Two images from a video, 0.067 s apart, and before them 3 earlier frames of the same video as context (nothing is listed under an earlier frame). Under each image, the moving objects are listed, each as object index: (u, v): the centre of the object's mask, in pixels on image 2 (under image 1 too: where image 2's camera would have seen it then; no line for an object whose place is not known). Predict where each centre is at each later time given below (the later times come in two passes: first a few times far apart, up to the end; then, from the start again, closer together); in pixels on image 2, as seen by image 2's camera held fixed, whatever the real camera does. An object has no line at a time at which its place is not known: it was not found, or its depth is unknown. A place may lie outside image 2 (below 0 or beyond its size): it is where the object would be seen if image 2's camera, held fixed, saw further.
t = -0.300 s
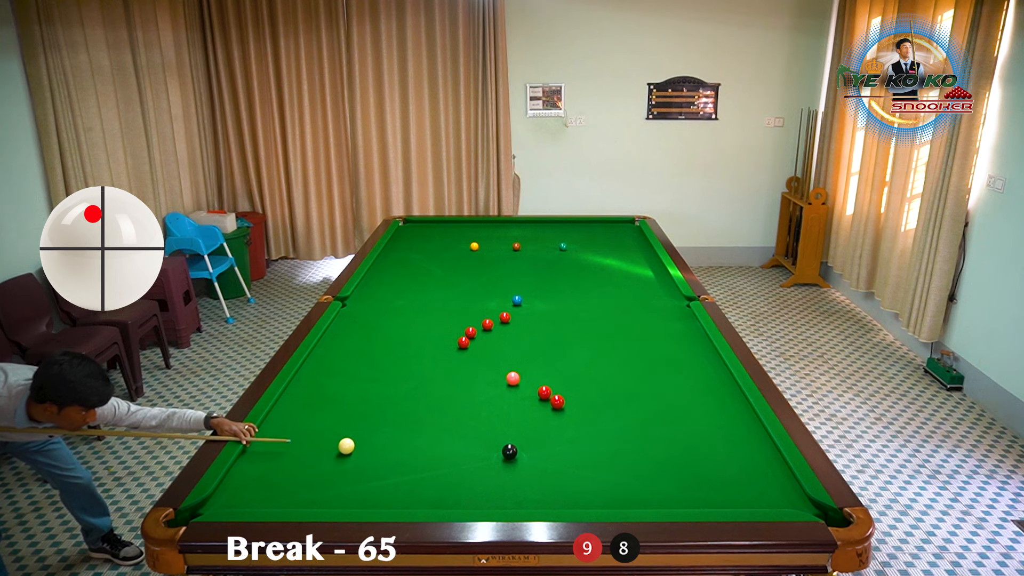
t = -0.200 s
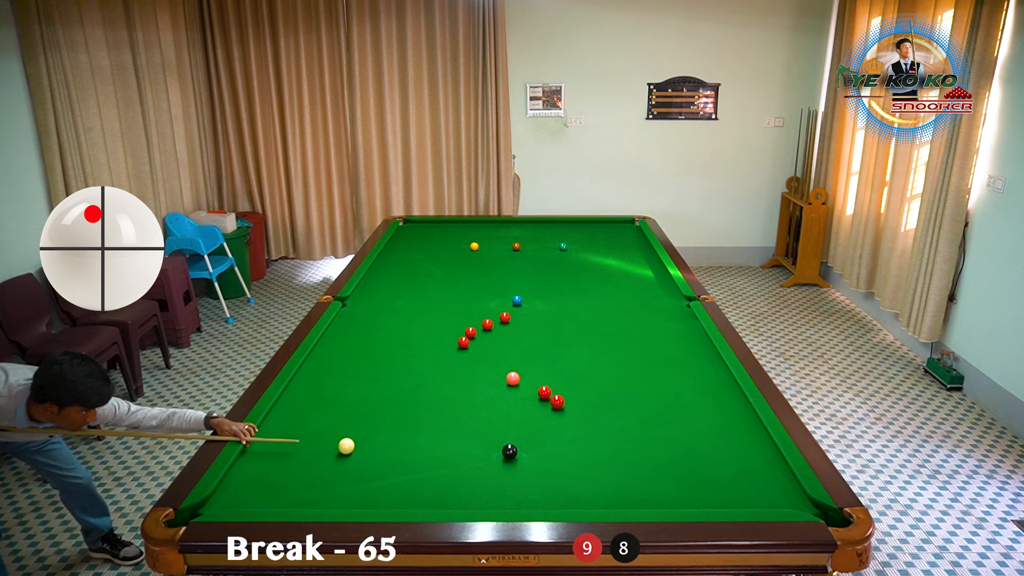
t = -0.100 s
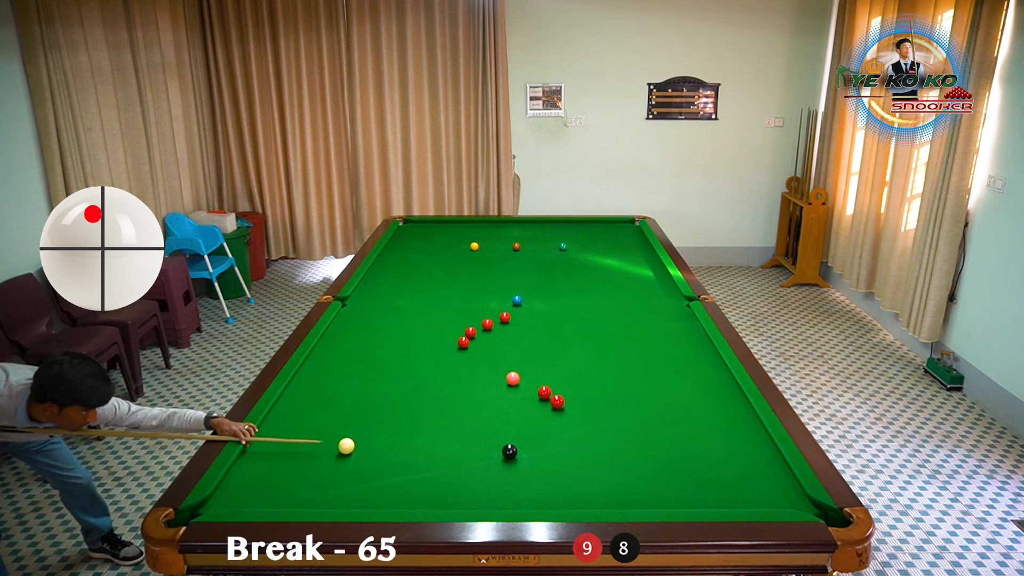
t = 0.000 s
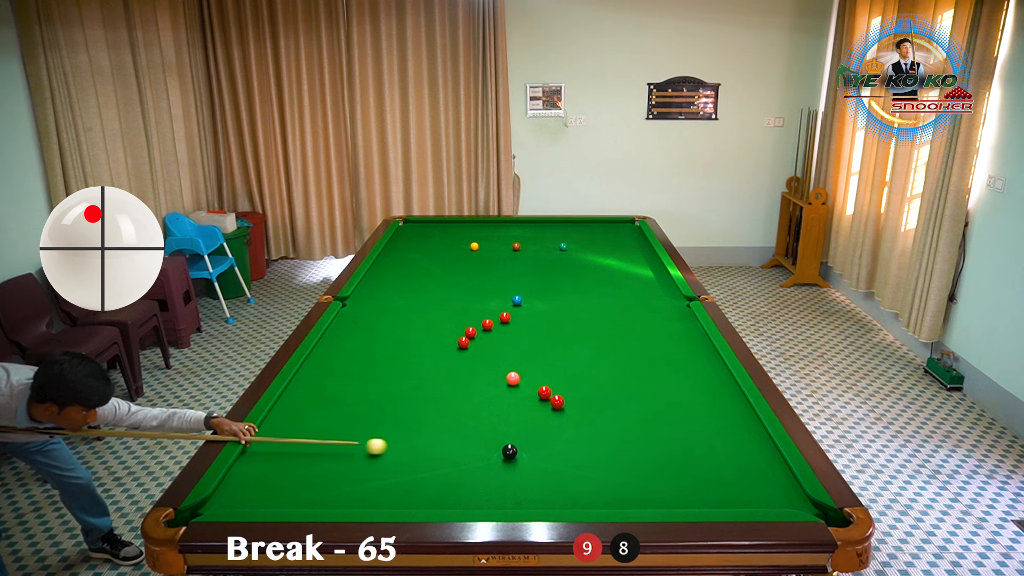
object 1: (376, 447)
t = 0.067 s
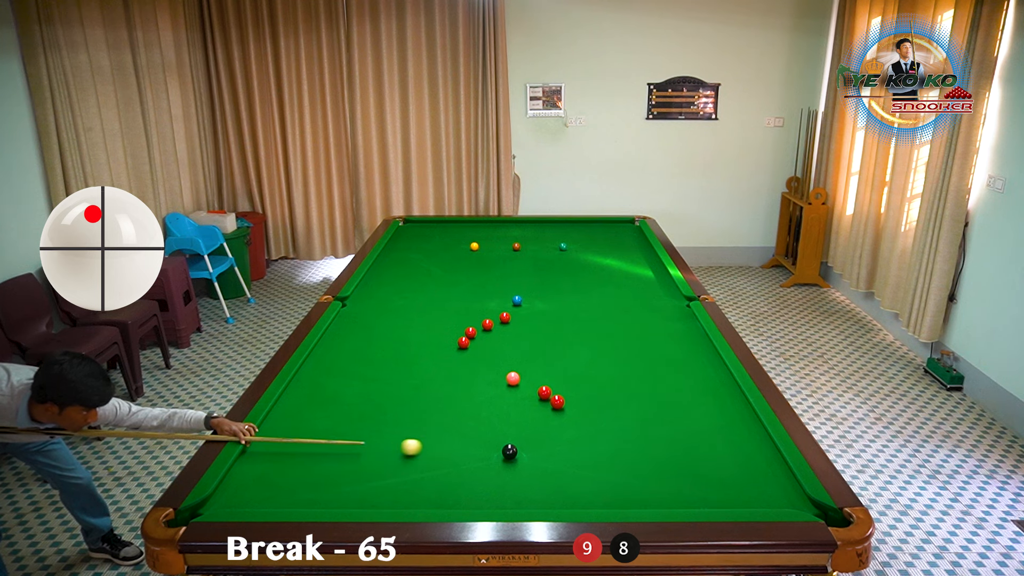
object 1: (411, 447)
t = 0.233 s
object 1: (495, 448)
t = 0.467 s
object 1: (527, 434)
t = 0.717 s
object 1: (566, 422)
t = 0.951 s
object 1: (598, 411)
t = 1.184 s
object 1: (628, 402)
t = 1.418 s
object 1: (654, 393)
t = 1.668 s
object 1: (681, 385)
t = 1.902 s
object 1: (703, 378)
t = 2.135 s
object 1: (722, 372)
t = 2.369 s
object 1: (708, 368)
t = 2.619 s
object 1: (691, 364)
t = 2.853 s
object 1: (678, 361)
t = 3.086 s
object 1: (666, 358)
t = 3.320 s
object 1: (652, 354)
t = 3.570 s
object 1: (636, 351)
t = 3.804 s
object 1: (625, 348)
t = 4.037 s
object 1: (620, 347)
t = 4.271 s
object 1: (618, 347)
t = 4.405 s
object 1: (618, 347)
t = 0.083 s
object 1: (420, 447)
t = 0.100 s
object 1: (428, 448)
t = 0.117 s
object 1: (437, 448)
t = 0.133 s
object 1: (446, 448)
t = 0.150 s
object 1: (454, 448)
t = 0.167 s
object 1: (463, 448)
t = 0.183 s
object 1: (472, 448)
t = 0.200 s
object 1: (480, 448)
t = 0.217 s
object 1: (489, 448)
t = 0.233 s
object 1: (495, 448)
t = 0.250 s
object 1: (496, 447)
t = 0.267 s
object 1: (498, 446)
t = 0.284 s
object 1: (500, 445)
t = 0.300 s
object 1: (501, 444)
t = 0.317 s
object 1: (503, 442)
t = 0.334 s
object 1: (506, 442)
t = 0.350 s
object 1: (508, 441)
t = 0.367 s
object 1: (511, 440)
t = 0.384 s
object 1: (513, 439)
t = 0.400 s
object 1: (516, 438)
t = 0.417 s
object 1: (519, 437)
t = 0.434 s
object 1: (522, 436)
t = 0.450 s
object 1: (524, 435)
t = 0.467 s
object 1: (527, 434)
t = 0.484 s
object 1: (530, 434)
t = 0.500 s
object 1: (532, 433)
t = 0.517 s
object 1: (535, 432)
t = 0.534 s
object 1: (538, 431)
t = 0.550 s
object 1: (540, 430)
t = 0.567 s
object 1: (543, 429)
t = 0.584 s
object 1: (546, 428)
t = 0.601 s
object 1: (548, 427)
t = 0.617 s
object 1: (551, 427)
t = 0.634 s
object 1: (553, 426)
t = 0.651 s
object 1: (556, 425)
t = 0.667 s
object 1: (558, 424)
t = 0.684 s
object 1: (561, 423)
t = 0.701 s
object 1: (563, 423)
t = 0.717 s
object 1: (566, 422)
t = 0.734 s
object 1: (568, 421)
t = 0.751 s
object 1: (571, 420)
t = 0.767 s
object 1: (573, 419)
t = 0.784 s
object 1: (575, 419)
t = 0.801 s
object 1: (577, 418)
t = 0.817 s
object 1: (580, 417)
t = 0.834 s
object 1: (582, 416)
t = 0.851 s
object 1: (584, 416)
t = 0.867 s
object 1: (587, 415)
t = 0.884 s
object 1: (589, 414)
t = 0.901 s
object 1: (591, 413)
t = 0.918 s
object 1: (594, 413)
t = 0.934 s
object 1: (596, 412)
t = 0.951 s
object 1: (598, 411)
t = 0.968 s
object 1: (600, 411)
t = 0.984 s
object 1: (602, 410)
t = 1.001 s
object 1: (605, 409)
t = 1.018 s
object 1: (607, 408)
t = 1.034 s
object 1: (609, 408)
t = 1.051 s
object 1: (611, 407)
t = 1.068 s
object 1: (613, 406)
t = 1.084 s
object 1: (615, 406)
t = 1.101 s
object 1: (617, 405)
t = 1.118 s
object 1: (619, 404)
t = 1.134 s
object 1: (621, 404)
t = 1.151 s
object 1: (624, 403)
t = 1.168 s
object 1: (626, 402)
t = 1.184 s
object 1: (628, 402)
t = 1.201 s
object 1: (630, 401)
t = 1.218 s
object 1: (632, 401)
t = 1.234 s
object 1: (634, 400)
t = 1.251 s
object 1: (636, 399)
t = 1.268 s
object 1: (637, 399)
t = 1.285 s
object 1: (640, 398)
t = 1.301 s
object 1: (641, 397)
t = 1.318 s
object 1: (643, 397)
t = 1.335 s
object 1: (645, 396)
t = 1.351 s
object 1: (647, 396)
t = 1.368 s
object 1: (649, 395)
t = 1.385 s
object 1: (651, 394)
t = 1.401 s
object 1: (653, 394)
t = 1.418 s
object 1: (654, 393)
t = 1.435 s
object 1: (656, 393)
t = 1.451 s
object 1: (658, 392)
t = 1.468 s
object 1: (660, 392)
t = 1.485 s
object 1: (662, 391)
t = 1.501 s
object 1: (664, 390)
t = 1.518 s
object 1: (665, 390)
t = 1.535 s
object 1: (667, 389)
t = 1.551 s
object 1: (669, 389)
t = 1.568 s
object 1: (670, 388)
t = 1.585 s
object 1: (672, 388)
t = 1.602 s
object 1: (674, 387)
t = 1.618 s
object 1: (676, 387)
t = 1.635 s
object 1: (677, 386)
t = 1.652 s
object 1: (679, 386)
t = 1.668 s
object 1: (681, 385)
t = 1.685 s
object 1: (682, 385)
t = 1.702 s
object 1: (684, 384)
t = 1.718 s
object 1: (685, 383)
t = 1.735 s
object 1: (687, 383)
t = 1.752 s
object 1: (689, 383)
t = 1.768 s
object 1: (690, 382)
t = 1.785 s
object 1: (692, 381)
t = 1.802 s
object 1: (693, 381)
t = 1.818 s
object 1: (695, 380)
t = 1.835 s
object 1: (697, 380)
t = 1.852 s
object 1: (698, 379)
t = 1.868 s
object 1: (699, 379)
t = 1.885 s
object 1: (701, 379)
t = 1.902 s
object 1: (703, 378)
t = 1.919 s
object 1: (704, 378)
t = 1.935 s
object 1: (706, 377)
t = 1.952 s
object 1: (707, 377)
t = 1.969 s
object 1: (708, 376)
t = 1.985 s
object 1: (710, 376)
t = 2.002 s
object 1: (711, 375)
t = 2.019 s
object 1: (713, 375)
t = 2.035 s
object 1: (714, 374)
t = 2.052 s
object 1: (715, 374)
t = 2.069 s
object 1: (717, 373)
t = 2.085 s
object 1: (718, 373)
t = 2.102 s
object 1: (720, 373)
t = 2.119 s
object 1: (721, 372)
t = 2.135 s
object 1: (722, 372)
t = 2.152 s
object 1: (723, 371)
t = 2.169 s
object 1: (722, 371)
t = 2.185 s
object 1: (721, 371)
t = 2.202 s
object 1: (720, 370)
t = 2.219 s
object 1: (719, 370)
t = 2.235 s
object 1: (717, 370)
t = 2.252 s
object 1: (716, 370)
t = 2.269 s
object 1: (715, 369)
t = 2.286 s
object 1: (714, 369)
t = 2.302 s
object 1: (713, 369)
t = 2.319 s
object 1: (711, 368)
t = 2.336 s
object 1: (710, 368)
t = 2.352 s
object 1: (709, 368)
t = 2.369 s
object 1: (708, 368)
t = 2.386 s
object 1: (707, 367)
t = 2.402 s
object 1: (706, 367)
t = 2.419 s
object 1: (704, 367)
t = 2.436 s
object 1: (703, 367)
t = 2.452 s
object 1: (702, 366)
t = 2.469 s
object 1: (701, 366)
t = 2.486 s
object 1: (700, 366)
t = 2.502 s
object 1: (699, 366)
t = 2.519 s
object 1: (698, 365)
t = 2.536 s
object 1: (697, 365)
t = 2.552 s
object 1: (696, 365)
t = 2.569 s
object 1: (695, 365)
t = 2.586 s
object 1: (693, 364)
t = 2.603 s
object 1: (692, 364)
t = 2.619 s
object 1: (691, 364)
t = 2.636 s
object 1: (690, 363)
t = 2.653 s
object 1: (689, 363)
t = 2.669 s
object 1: (689, 363)
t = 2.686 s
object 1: (687, 363)
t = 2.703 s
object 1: (686, 363)
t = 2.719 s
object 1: (686, 362)
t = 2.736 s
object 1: (685, 362)
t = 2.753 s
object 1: (684, 362)
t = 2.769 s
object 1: (683, 362)
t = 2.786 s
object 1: (682, 361)
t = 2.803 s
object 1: (681, 361)
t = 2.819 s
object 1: (680, 361)
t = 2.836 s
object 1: (679, 361)
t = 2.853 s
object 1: (678, 361)
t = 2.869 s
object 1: (677, 360)
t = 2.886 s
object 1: (676, 360)
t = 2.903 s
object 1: (675, 360)
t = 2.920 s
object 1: (674, 360)
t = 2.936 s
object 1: (673, 359)
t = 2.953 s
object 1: (673, 359)
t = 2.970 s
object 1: (672, 359)
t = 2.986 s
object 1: (671, 359)
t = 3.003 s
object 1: (670, 359)
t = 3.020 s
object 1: (669, 359)
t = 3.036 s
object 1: (669, 358)
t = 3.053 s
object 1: (668, 358)
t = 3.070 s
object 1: (667, 358)
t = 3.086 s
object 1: (666, 358)
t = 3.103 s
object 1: (665, 357)
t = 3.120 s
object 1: (665, 357)
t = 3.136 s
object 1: (664, 357)
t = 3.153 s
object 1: (663, 357)
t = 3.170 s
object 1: (662, 357)
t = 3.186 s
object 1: (662, 357)
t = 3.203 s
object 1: (661, 356)
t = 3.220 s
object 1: (660, 356)
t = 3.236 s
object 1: (659, 356)
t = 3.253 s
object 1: (658, 356)
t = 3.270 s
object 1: (657, 355)
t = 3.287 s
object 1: (655, 355)
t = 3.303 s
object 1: (654, 355)
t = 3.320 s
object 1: (652, 354)
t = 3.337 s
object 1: (651, 354)
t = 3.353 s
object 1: (651, 354)
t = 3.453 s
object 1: (643, 352)
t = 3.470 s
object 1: (642, 352)
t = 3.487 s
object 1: (641, 352)
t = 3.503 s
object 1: (640, 351)
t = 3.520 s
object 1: (638, 351)
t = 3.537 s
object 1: (637, 351)
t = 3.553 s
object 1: (637, 351)
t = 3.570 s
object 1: (636, 351)
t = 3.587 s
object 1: (635, 350)
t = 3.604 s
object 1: (634, 350)
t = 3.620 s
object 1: (633, 350)
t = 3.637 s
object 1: (632, 350)
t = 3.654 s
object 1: (631, 350)
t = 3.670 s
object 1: (631, 349)
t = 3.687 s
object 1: (630, 349)
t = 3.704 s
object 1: (629, 349)
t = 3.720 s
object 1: (628, 349)
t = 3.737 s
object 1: (628, 349)
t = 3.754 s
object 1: (627, 349)
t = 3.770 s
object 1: (627, 348)
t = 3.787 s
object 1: (626, 348)
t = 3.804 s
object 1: (625, 348)
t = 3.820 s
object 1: (625, 348)
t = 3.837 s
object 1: (624, 348)
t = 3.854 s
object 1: (624, 348)
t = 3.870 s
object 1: (623, 348)
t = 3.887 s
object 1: (623, 348)
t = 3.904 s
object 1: (622, 348)
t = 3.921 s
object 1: (622, 347)
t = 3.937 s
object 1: (622, 347)
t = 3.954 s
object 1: (621, 347)
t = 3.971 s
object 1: (621, 347)
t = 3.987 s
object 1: (621, 347)
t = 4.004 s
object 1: (620, 347)
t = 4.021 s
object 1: (620, 347)
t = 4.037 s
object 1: (620, 347)
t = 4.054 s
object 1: (619, 347)
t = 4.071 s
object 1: (619, 347)
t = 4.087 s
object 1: (619, 347)
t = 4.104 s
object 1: (619, 347)
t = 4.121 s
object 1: (619, 347)
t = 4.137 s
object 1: (619, 347)
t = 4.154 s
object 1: (619, 347)
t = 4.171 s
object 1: (618, 347)
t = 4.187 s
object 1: (618, 347)
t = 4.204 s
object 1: (618, 347)
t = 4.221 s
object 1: (618, 347)
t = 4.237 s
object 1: (618, 347)
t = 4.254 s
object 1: (618, 347)
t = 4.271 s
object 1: (618, 347)
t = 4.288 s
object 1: (618, 347)
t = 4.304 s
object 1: (618, 347)
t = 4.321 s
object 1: (618, 347)
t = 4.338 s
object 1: (618, 347)
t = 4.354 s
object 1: (618, 347)
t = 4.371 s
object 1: (618, 347)
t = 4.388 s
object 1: (618, 347)
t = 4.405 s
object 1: (618, 347)
